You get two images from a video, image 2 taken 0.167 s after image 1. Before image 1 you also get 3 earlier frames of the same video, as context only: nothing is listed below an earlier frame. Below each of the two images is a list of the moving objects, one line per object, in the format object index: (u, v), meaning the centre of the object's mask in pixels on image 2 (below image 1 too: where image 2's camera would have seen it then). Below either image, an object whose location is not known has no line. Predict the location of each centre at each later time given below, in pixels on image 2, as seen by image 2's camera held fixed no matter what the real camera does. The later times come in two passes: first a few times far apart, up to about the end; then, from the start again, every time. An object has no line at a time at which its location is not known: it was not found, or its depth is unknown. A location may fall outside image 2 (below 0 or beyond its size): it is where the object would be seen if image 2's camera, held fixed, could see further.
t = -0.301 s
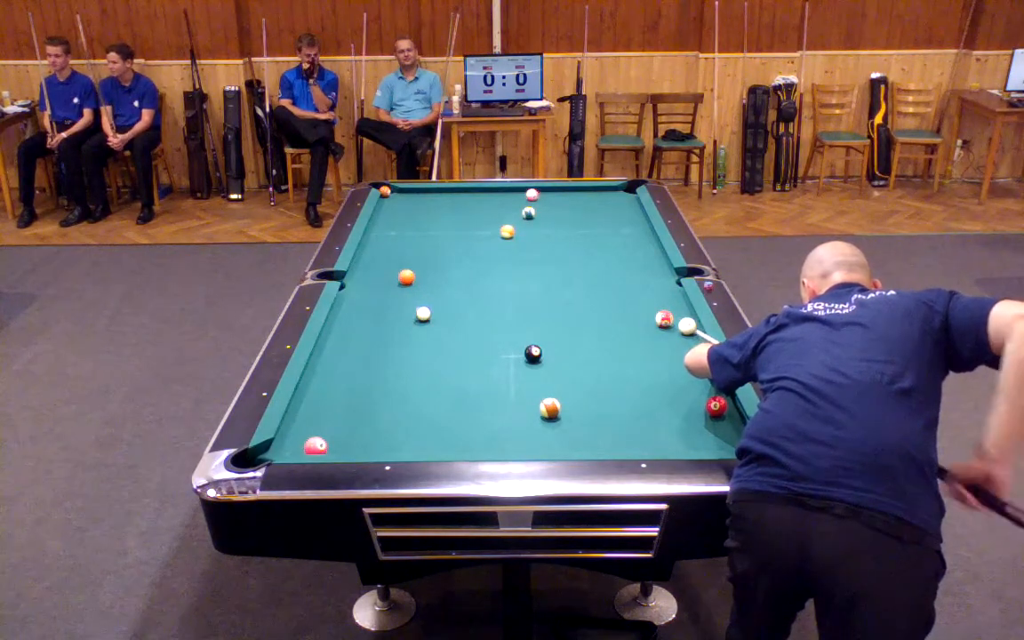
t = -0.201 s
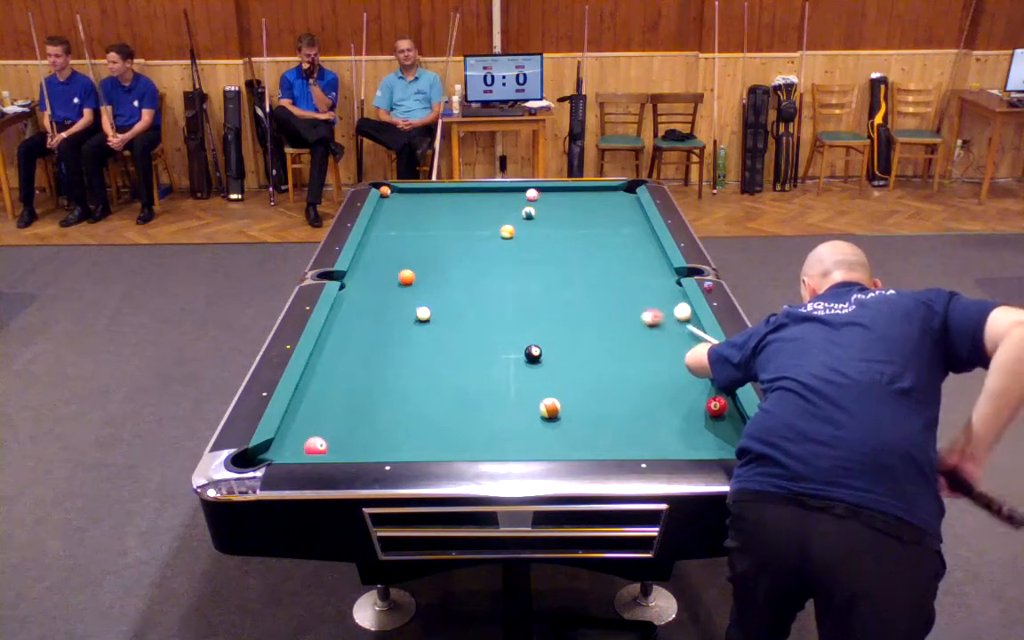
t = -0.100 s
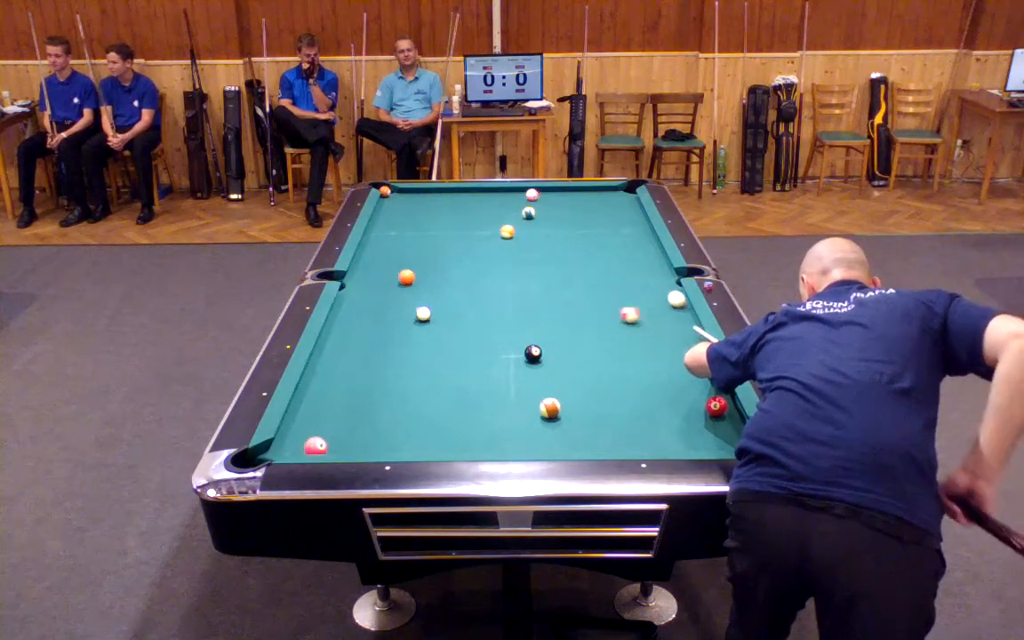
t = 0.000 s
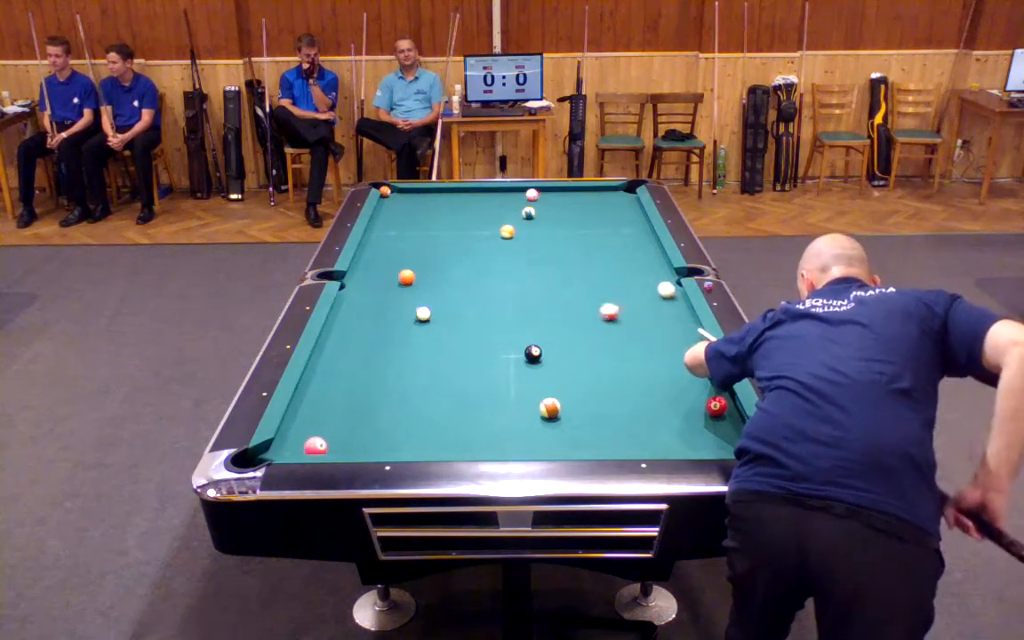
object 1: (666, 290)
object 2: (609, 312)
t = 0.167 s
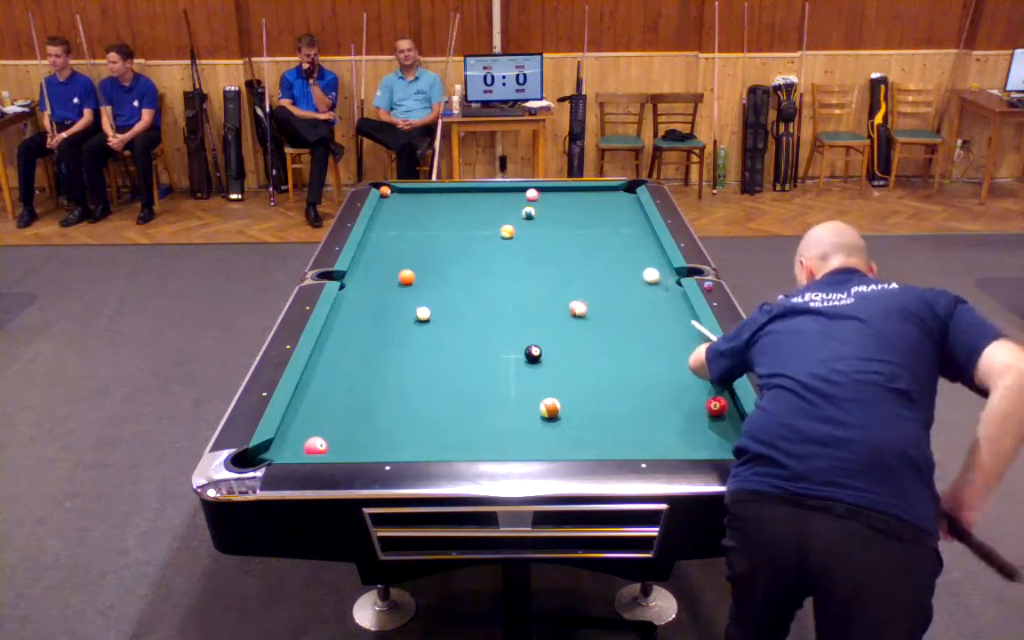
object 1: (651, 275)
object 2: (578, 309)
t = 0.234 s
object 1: (645, 270)
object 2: (565, 306)
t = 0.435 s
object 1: (630, 255)
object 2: (529, 303)
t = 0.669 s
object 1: (613, 240)
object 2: (490, 297)
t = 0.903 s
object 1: (598, 227)
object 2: (452, 293)
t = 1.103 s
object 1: (587, 216)
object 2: (422, 289)
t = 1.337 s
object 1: (575, 205)
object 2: (389, 285)
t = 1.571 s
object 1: (564, 195)
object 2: (358, 281)
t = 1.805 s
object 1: (556, 191)
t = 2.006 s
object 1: (552, 196)
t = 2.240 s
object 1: (549, 202)
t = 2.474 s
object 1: (545, 207)
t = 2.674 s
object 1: (542, 212)
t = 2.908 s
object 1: (538, 217)
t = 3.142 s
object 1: (535, 223)
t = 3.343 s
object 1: (532, 227)
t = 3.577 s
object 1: (529, 231)
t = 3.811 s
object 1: (526, 236)
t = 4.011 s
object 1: (524, 239)
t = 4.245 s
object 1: (521, 243)
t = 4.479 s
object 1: (518, 247)
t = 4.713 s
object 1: (516, 250)
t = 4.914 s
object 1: (514, 253)
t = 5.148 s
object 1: (512, 255)
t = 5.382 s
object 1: (510, 257)
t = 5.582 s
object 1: (509, 259)
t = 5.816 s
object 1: (508, 260)
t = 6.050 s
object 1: (508, 261)
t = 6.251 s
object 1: (507, 262)
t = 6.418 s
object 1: (508, 262)
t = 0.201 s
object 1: (648, 273)
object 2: (572, 307)
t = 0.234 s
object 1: (645, 270)
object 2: (565, 306)
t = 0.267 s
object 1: (643, 268)
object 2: (559, 305)
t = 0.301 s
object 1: (640, 265)
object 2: (553, 305)
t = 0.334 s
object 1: (637, 262)
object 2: (547, 305)
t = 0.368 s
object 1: (635, 260)
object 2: (541, 304)
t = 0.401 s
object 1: (632, 258)
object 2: (535, 303)
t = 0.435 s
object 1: (630, 255)
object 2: (529, 303)
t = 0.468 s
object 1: (627, 253)
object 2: (524, 302)
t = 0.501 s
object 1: (625, 251)
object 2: (518, 301)
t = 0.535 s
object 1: (622, 249)
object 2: (511, 300)
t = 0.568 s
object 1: (620, 246)
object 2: (506, 300)
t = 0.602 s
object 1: (617, 244)
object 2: (501, 299)
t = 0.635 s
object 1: (615, 242)
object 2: (495, 298)
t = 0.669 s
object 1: (613, 240)
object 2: (490, 297)
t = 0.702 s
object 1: (611, 238)
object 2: (484, 297)
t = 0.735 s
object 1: (609, 236)
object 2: (479, 297)
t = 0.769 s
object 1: (607, 234)
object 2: (473, 295)
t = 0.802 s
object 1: (604, 232)
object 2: (468, 295)
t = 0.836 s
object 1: (602, 230)
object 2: (462, 294)
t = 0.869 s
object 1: (600, 228)
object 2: (457, 294)
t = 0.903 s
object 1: (598, 227)
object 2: (452, 293)
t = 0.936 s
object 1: (596, 225)
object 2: (447, 292)
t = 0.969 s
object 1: (594, 223)
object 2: (442, 292)
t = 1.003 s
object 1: (592, 221)
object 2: (437, 291)
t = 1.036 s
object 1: (590, 219)
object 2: (432, 290)
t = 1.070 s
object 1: (589, 218)
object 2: (427, 290)
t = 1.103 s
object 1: (587, 216)
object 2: (422, 289)
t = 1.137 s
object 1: (585, 214)
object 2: (417, 289)
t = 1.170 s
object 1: (583, 213)
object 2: (413, 289)
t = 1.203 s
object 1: (582, 211)
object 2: (407, 288)
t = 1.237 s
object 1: (580, 209)
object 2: (402, 287)
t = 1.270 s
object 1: (578, 208)
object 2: (397, 287)
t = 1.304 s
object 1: (577, 206)
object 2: (393, 287)
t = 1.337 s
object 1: (575, 205)
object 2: (389, 285)
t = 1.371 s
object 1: (573, 203)
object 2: (384, 284)
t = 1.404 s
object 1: (572, 202)
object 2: (379, 284)
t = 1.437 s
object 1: (570, 200)
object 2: (374, 283)
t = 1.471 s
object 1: (569, 199)
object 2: (370, 283)
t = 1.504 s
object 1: (567, 197)
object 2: (366, 283)
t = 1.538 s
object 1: (565, 196)
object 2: (362, 282)
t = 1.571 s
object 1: (564, 195)
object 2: (358, 281)
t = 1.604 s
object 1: (562, 193)
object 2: (354, 281)
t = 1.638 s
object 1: (561, 192)
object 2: (349, 280)
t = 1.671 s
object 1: (559, 191)
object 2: (345, 279)
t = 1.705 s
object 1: (558, 189)
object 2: (341, 280)
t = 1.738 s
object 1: (557, 189)
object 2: (339, 282)
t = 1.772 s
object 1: (556, 190)
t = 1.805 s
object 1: (556, 191)
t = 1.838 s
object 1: (556, 191)
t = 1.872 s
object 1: (555, 192)
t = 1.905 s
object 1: (555, 193)
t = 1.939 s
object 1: (554, 194)
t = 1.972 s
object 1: (554, 194)
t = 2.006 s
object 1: (552, 196)
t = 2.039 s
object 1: (552, 197)
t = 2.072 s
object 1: (551, 198)
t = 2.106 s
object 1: (551, 198)
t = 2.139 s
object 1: (550, 199)
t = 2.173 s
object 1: (550, 200)
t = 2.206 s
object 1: (549, 201)
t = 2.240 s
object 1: (549, 202)
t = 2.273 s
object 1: (548, 202)
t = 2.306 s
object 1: (547, 203)
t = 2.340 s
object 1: (547, 204)
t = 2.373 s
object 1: (547, 205)
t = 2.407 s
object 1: (546, 206)
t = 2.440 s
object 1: (545, 207)
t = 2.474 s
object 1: (545, 207)
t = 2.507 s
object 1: (544, 208)
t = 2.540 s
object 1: (544, 208)
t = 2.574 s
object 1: (543, 209)
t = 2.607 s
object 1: (543, 210)
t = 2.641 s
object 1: (543, 211)
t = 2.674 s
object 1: (542, 212)
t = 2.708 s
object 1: (542, 213)
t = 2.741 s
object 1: (541, 213)
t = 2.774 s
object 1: (540, 214)
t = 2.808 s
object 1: (540, 215)
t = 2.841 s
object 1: (539, 216)
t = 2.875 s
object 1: (539, 217)
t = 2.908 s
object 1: (538, 217)
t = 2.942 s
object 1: (538, 218)
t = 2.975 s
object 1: (538, 219)
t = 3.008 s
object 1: (537, 220)
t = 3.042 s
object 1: (537, 220)
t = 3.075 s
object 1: (536, 221)
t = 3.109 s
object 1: (536, 222)
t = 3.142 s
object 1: (535, 223)
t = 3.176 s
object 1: (534, 223)
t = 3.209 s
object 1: (534, 224)
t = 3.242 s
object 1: (534, 224)
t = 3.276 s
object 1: (533, 225)
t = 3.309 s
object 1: (533, 226)
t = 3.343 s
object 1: (532, 227)
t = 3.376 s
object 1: (532, 227)
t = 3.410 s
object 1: (531, 228)
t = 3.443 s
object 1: (531, 228)
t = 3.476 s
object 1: (531, 229)
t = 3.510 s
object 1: (530, 230)
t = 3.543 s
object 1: (530, 231)
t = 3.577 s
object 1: (529, 231)
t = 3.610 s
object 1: (529, 232)
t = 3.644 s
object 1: (528, 233)
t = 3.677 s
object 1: (528, 233)
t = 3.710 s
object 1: (528, 234)
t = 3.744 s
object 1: (527, 235)
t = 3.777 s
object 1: (527, 235)
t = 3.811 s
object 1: (526, 236)
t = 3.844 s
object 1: (526, 236)
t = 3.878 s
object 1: (526, 237)
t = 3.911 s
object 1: (525, 238)
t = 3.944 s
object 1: (525, 238)
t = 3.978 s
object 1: (524, 239)
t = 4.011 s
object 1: (524, 239)
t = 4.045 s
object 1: (523, 240)
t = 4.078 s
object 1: (523, 241)
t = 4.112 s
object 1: (522, 241)
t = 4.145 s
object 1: (522, 242)
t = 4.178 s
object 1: (522, 242)
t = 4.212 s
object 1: (521, 243)
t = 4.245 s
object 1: (521, 243)
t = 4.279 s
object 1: (521, 244)
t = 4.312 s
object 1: (520, 244)
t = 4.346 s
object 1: (520, 245)
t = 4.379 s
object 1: (519, 245)
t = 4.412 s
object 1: (519, 246)
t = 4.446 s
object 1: (519, 247)
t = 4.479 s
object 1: (518, 247)
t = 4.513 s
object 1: (518, 247)
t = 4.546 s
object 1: (517, 248)
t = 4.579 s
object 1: (517, 248)
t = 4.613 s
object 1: (517, 249)
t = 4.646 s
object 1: (516, 249)
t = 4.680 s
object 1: (516, 250)
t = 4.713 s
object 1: (516, 250)
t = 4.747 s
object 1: (516, 251)
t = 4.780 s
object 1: (515, 251)
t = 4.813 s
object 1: (515, 251)
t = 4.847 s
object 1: (515, 252)
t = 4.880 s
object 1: (514, 252)
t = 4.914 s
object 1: (514, 253)
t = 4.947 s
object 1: (514, 253)
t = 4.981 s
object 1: (514, 253)
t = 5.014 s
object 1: (513, 254)
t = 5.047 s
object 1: (513, 254)
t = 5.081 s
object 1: (513, 255)
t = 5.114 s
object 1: (512, 255)
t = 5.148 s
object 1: (512, 255)
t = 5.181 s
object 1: (512, 255)
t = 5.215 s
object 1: (511, 256)
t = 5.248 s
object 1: (511, 256)
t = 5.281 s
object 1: (511, 256)
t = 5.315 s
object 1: (511, 257)
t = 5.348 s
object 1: (511, 257)
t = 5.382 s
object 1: (510, 257)
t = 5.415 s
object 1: (510, 257)
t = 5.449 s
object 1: (510, 258)
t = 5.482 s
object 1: (510, 258)
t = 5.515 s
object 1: (510, 258)
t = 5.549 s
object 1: (509, 259)
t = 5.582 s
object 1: (509, 259)
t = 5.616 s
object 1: (509, 259)
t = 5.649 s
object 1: (509, 259)
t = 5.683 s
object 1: (509, 260)
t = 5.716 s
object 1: (508, 260)
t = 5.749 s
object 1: (508, 260)
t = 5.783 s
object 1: (508, 260)
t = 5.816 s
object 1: (508, 260)
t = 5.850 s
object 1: (508, 260)
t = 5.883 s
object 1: (508, 261)
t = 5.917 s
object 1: (508, 261)
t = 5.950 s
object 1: (508, 261)
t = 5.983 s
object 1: (508, 261)
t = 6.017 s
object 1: (508, 261)
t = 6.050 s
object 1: (508, 261)
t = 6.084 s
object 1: (508, 262)
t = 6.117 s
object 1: (508, 262)
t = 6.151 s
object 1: (507, 262)
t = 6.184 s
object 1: (507, 262)
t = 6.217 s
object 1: (507, 262)
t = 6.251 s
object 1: (507, 262)
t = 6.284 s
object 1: (507, 262)
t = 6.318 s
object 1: (507, 262)
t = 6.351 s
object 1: (507, 262)
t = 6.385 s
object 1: (508, 262)
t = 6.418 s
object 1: (508, 262)
